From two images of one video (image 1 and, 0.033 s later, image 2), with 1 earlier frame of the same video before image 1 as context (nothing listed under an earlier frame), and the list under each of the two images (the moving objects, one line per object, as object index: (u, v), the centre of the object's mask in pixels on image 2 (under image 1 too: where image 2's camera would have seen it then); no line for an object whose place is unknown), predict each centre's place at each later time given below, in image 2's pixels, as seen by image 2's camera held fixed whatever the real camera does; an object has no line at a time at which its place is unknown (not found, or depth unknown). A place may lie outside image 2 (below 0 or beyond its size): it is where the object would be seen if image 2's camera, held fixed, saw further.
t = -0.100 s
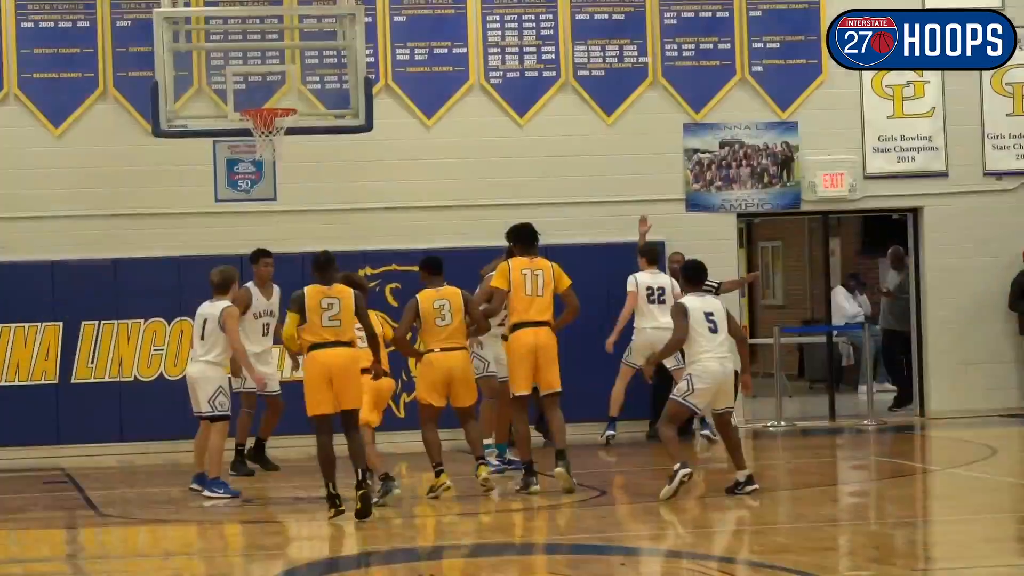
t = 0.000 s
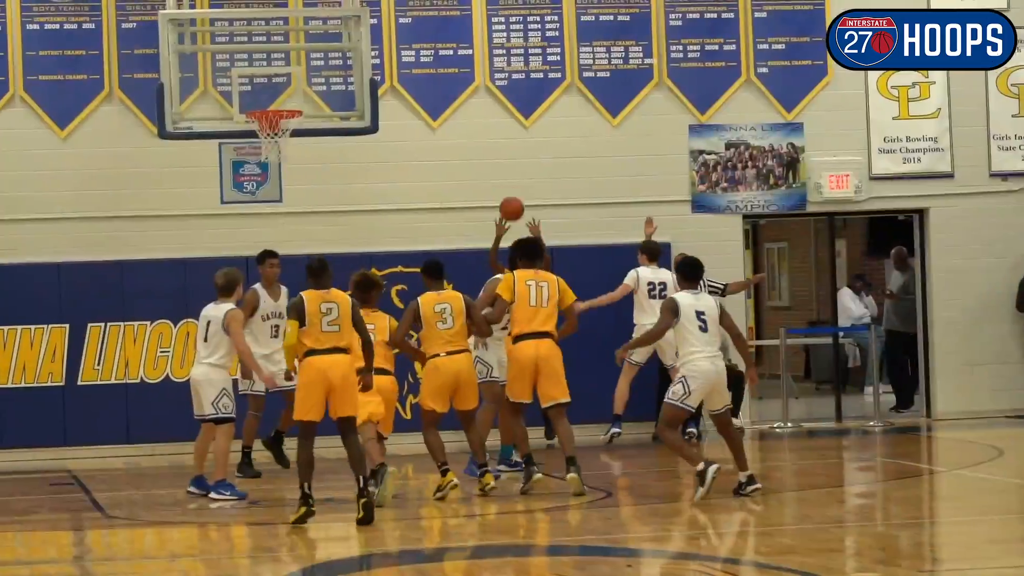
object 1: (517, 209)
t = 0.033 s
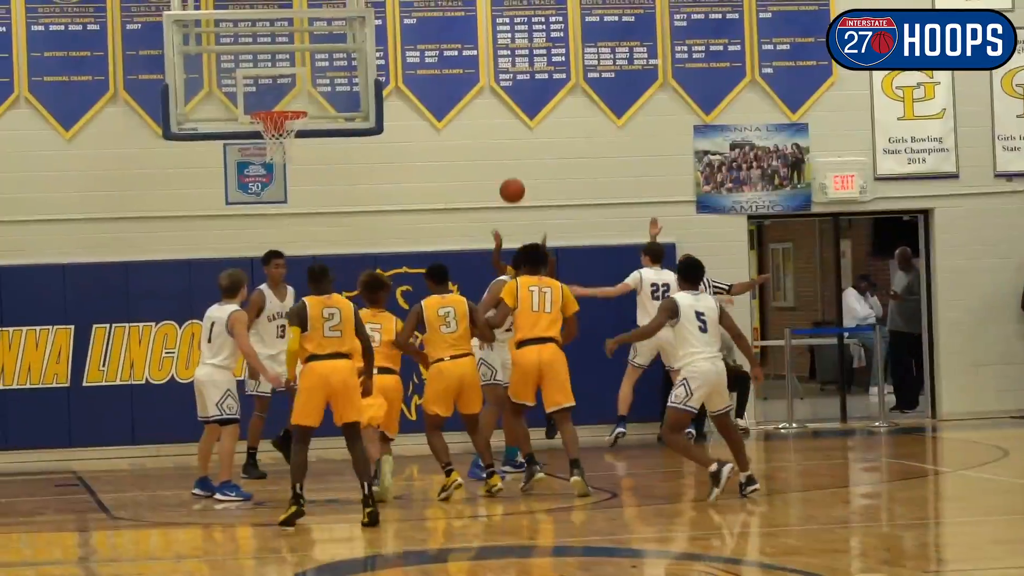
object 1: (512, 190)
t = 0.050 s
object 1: (510, 181)
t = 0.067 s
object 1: (507, 172)
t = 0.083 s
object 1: (505, 164)
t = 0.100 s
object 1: (502, 155)
